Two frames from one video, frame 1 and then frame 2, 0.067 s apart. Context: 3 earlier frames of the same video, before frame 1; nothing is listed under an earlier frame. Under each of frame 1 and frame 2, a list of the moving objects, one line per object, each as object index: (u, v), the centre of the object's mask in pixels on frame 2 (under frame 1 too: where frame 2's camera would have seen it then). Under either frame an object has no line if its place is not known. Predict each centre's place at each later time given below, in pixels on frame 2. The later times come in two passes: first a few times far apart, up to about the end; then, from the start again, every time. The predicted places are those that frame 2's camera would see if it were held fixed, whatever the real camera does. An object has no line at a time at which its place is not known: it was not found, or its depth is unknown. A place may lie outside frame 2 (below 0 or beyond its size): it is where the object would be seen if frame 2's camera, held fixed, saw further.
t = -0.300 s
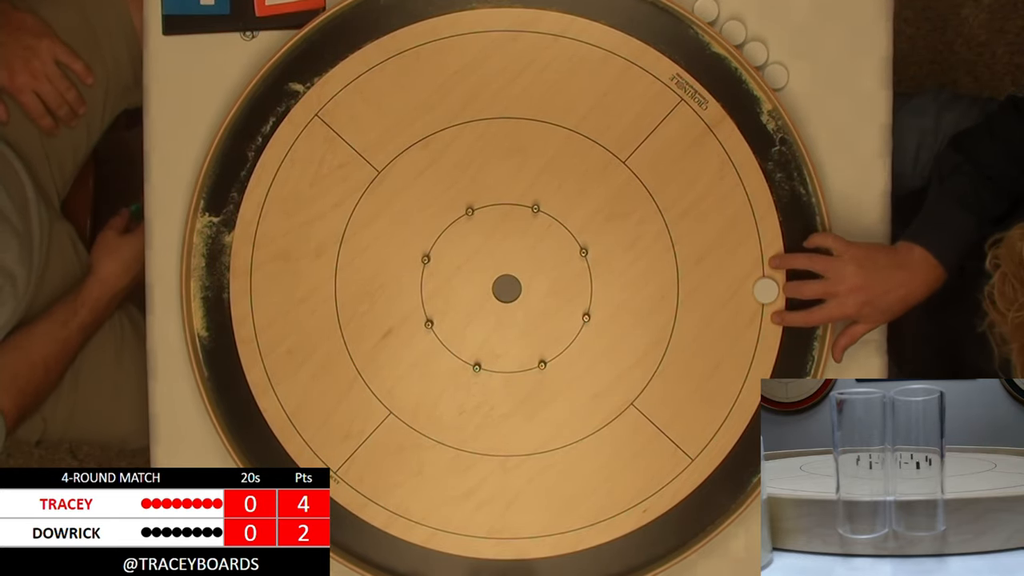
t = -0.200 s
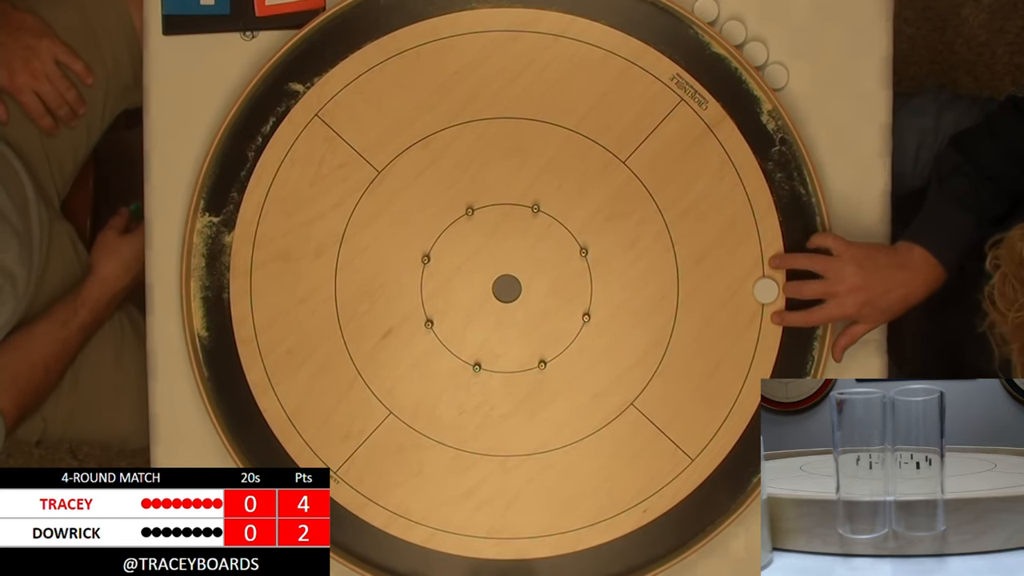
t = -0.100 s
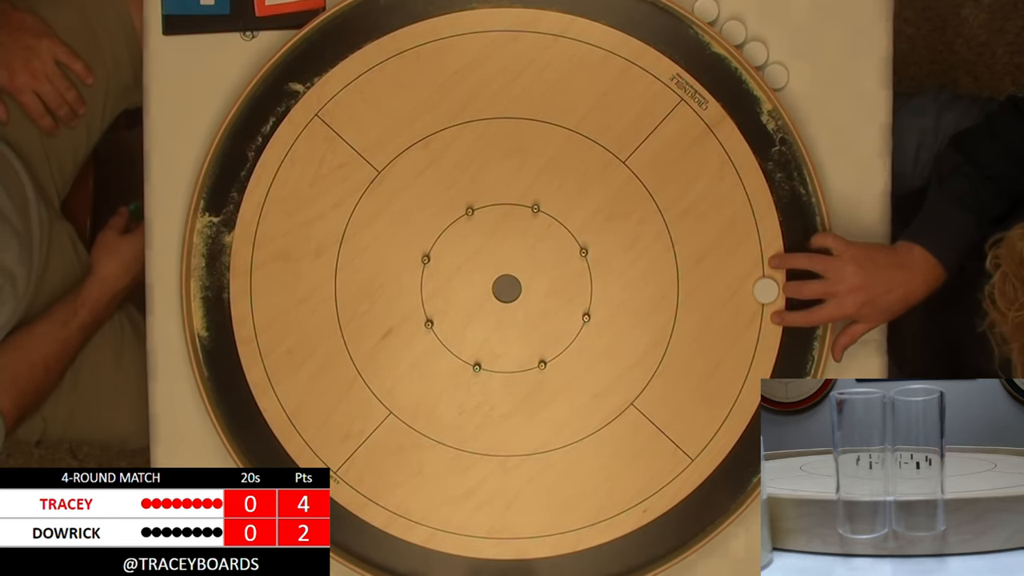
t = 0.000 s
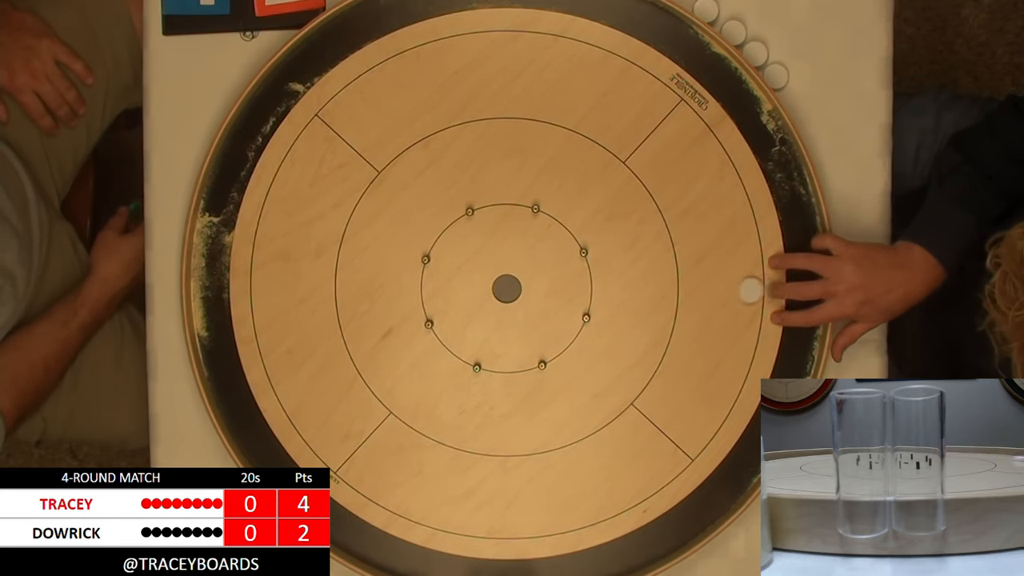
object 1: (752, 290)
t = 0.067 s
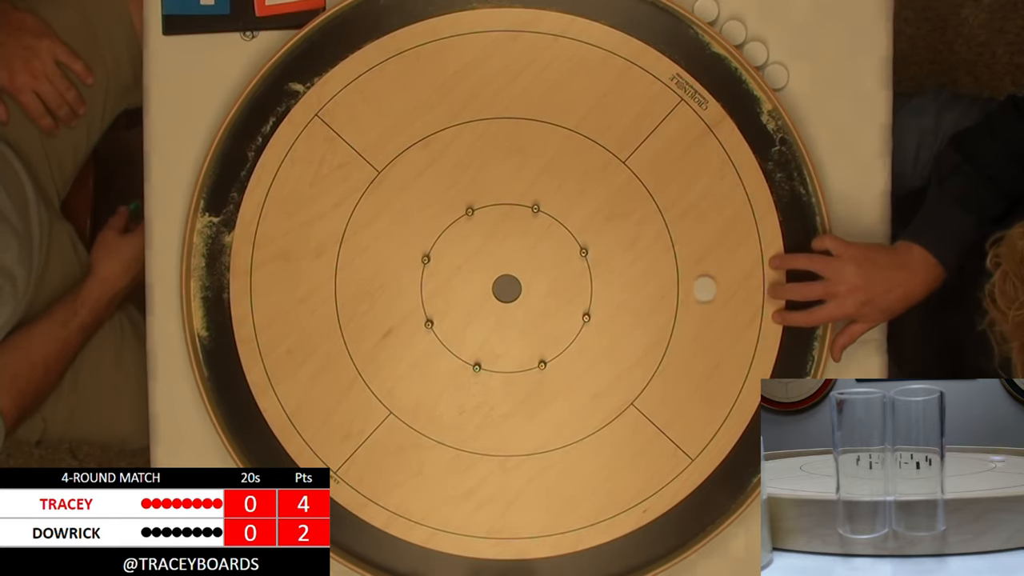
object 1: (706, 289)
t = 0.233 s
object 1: (599, 286)
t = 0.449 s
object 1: (494, 286)
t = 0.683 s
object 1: (459, 298)
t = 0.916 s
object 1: (455, 299)
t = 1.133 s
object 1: (455, 300)
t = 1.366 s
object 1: (455, 300)
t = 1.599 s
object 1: (455, 300)
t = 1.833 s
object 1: (455, 300)
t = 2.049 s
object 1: (455, 300)
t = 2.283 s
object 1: (455, 300)
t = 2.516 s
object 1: (455, 300)
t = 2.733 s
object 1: (455, 300)
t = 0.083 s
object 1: (693, 288)
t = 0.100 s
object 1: (682, 288)
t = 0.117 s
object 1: (671, 287)
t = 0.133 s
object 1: (660, 287)
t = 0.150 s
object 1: (650, 287)
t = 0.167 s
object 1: (639, 287)
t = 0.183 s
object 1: (628, 286)
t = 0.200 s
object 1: (618, 286)
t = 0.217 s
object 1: (608, 286)
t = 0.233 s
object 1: (599, 286)
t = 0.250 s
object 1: (589, 285)
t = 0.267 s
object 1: (579, 285)
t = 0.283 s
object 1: (570, 285)
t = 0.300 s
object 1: (561, 285)
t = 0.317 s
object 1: (552, 285)
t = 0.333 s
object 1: (544, 284)
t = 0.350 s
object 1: (536, 284)
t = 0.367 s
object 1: (527, 284)
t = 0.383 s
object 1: (519, 284)
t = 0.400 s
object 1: (511, 284)
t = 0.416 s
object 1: (504, 284)
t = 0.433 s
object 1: (499, 284)
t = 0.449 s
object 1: (494, 286)
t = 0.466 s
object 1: (490, 287)
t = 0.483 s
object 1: (487, 289)
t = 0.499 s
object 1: (484, 290)
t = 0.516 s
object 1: (481, 291)
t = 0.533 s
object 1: (478, 292)
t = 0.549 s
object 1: (475, 292)
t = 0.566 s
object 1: (473, 293)
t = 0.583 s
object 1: (470, 294)
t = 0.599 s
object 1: (468, 295)
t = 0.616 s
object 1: (466, 296)
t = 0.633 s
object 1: (464, 296)
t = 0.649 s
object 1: (462, 297)
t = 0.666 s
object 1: (461, 298)
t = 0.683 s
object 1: (459, 298)
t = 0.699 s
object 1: (458, 298)
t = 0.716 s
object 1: (457, 299)
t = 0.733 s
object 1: (456, 299)
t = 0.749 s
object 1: (456, 299)
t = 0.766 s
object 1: (455, 299)
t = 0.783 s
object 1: (455, 299)
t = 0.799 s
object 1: (455, 299)
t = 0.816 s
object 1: (455, 299)
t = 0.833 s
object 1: (455, 299)
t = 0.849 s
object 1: (455, 300)
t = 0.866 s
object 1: (455, 299)
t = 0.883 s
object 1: (455, 299)
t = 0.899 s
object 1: (455, 299)
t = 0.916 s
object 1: (455, 299)
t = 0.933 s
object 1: (455, 300)
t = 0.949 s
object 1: (455, 300)
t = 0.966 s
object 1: (455, 300)
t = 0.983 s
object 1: (455, 300)
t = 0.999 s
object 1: (455, 300)
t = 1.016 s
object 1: (455, 300)
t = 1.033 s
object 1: (455, 300)
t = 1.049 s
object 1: (455, 300)
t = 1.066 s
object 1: (455, 300)
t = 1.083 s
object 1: (455, 300)
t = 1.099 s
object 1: (455, 300)
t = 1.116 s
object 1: (455, 300)
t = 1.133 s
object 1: (455, 300)
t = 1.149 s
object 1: (455, 300)
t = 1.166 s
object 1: (455, 300)
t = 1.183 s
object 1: (455, 300)
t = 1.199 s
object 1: (455, 300)
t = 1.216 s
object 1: (455, 300)
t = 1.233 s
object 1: (455, 300)
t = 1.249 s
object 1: (455, 300)
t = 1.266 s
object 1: (455, 300)
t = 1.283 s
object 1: (455, 300)
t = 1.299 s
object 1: (455, 300)
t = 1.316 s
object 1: (455, 300)
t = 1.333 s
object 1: (455, 300)
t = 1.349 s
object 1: (455, 300)
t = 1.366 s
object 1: (455, 300)
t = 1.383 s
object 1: (455, 300)
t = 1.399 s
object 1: (455, 300)
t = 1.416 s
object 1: (455, 300)
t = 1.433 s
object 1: (455, 300)
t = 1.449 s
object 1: (455, 300)
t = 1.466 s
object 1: (455, 300)
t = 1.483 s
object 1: (455, 300)
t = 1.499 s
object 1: (455, 300)
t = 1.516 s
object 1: (455, 300)
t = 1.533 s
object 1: (455, 300)
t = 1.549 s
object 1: (455, 300)
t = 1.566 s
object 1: (455, 300)
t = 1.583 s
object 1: (455, 300)
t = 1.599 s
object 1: (455, 300)
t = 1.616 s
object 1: (455, 300)
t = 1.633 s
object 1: (455, 300)
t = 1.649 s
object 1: (455, 300)
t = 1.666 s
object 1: (455, 300)
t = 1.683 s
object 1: (455, 300)
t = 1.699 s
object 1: (455, 300)
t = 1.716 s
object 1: (455, 300)
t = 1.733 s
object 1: (455, 300)
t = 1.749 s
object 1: (455, 300)
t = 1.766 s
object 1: (455, 300)
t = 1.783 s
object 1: (455, 300)
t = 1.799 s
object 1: (455, 300)
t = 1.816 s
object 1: (455, 300)
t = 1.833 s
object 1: (455, 300)
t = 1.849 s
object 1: (455, 300)
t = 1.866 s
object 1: (455, 300)
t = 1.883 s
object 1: (455, 300)
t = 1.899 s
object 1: (455, 300)
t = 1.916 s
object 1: (455, 300)
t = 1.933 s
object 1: (455, 300)
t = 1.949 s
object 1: (455, 300)
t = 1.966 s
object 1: (455, 300)
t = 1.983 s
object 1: (455, 300)
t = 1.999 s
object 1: (455, 300)
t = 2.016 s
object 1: (455, 300)
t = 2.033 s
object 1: (455, 300)
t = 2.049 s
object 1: (455, 300)
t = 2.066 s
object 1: (455, 300)
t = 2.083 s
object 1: (455, 300)
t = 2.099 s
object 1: (455, 300)
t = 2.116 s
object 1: (455, 300)
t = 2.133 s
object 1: (455, 300)
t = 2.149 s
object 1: (455, 300)
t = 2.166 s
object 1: (455, 300)
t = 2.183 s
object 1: (455, 300)
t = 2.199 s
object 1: (455, 300)
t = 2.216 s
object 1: (455, 300)
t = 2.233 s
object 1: (455, 300)
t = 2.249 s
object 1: (455, 300)
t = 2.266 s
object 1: (455, 300)
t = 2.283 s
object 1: (455, 300)
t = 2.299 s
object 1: (455, 300)
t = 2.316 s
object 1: (455, 300)
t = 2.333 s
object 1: (455, 300)
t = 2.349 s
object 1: (455, 300)
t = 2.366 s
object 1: (455, 300)
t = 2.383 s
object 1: (455, 300)
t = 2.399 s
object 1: (455, 300)
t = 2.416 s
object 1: (455, 300)
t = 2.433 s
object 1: (455, 300)
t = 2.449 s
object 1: (455, 300)
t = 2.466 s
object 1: (455, 300)
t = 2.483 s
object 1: (455, 300)
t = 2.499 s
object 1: (455, 300)
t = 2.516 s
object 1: (455, 300)
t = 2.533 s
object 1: (455, 300)
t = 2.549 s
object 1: (455, 300)
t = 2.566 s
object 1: (455, 300)
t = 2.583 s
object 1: (455, 300)
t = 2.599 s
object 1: (455, 300)
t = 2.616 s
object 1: (455, 300)
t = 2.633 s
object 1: (455, 300)
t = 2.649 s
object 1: (455, 300)
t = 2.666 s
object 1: (455, 300)
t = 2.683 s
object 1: (455, 300)
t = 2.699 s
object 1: (455, 300)
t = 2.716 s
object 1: (455, 300)
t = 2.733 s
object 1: (455, 300)
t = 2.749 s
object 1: (455, 300)
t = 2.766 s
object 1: (455, 300)
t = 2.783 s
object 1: (455, 300)
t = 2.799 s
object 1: (455, 300)
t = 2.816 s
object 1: (455, 300)
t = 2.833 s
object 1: (455, 300)
